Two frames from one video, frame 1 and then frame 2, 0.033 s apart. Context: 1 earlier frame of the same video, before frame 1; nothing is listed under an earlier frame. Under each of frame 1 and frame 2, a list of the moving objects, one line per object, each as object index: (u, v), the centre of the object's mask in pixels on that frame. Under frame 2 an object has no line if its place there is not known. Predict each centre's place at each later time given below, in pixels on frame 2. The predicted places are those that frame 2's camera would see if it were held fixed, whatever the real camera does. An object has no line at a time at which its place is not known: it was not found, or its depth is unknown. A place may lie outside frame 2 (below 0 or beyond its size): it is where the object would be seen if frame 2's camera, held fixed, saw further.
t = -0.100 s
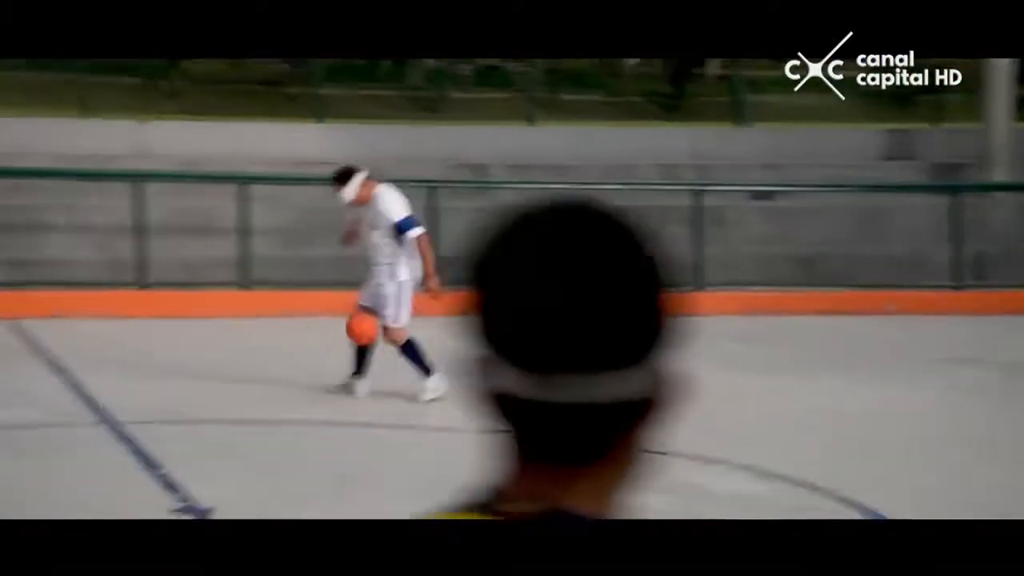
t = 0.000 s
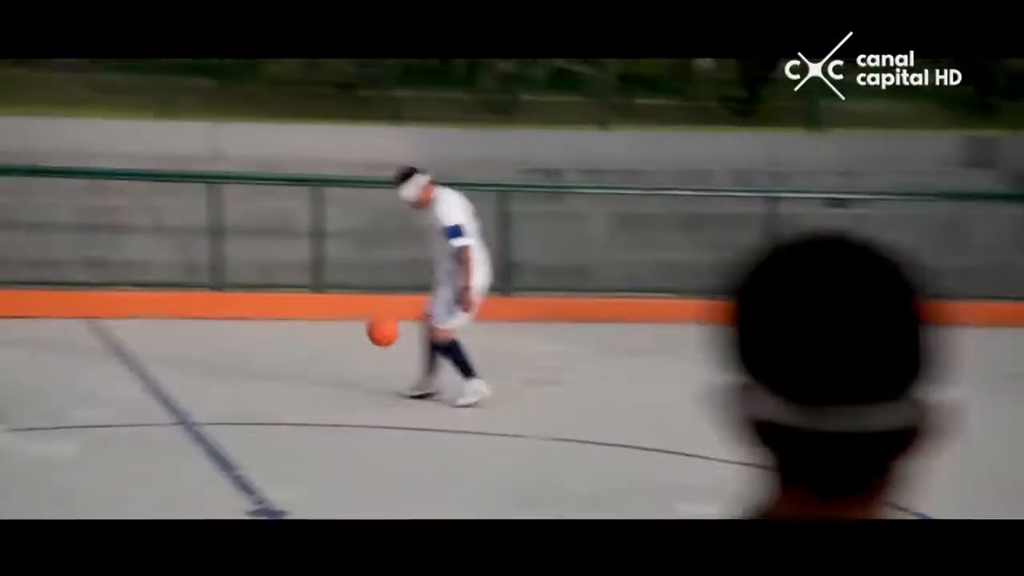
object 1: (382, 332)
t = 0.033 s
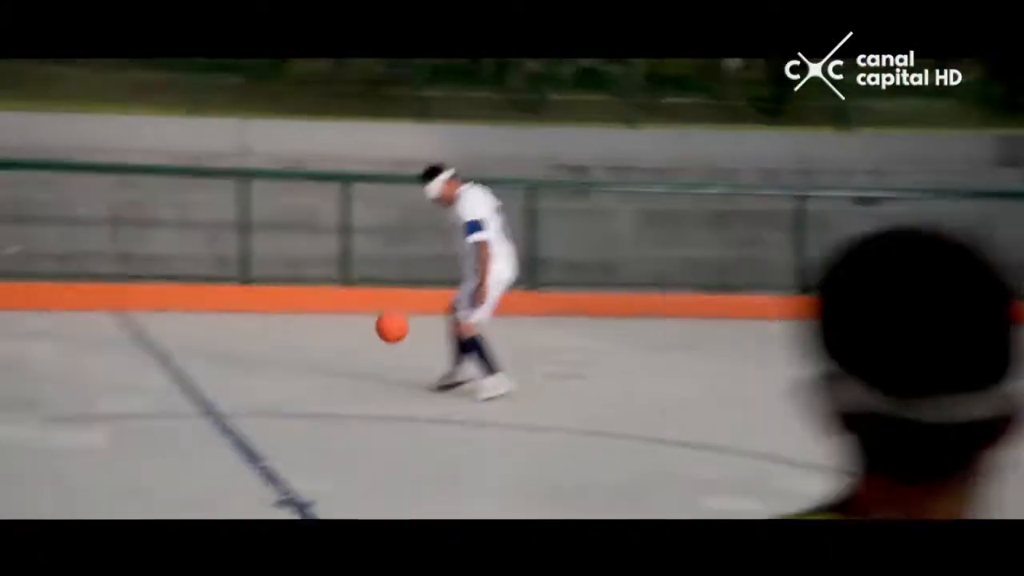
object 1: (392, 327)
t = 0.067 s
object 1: (374, 332)
